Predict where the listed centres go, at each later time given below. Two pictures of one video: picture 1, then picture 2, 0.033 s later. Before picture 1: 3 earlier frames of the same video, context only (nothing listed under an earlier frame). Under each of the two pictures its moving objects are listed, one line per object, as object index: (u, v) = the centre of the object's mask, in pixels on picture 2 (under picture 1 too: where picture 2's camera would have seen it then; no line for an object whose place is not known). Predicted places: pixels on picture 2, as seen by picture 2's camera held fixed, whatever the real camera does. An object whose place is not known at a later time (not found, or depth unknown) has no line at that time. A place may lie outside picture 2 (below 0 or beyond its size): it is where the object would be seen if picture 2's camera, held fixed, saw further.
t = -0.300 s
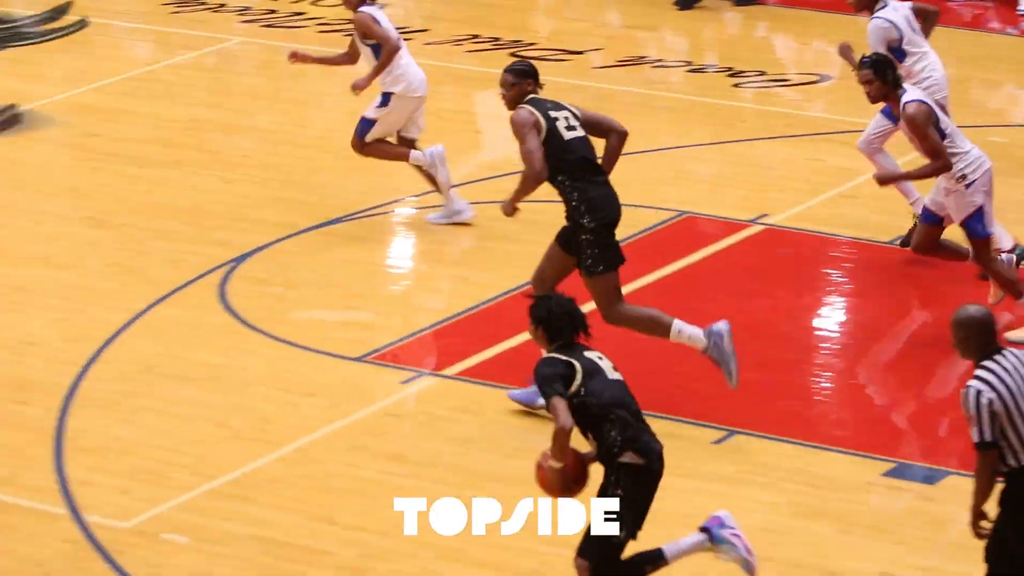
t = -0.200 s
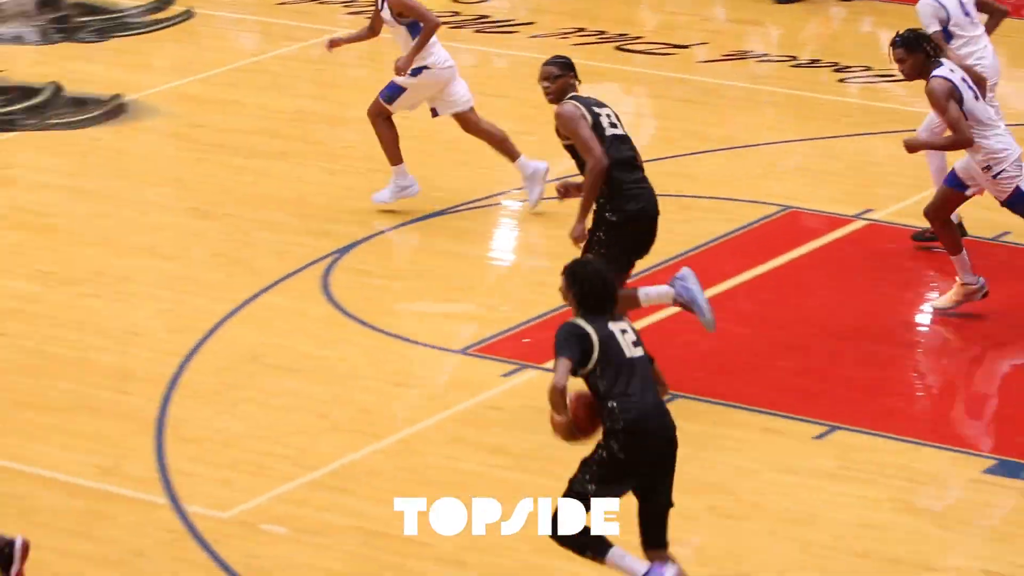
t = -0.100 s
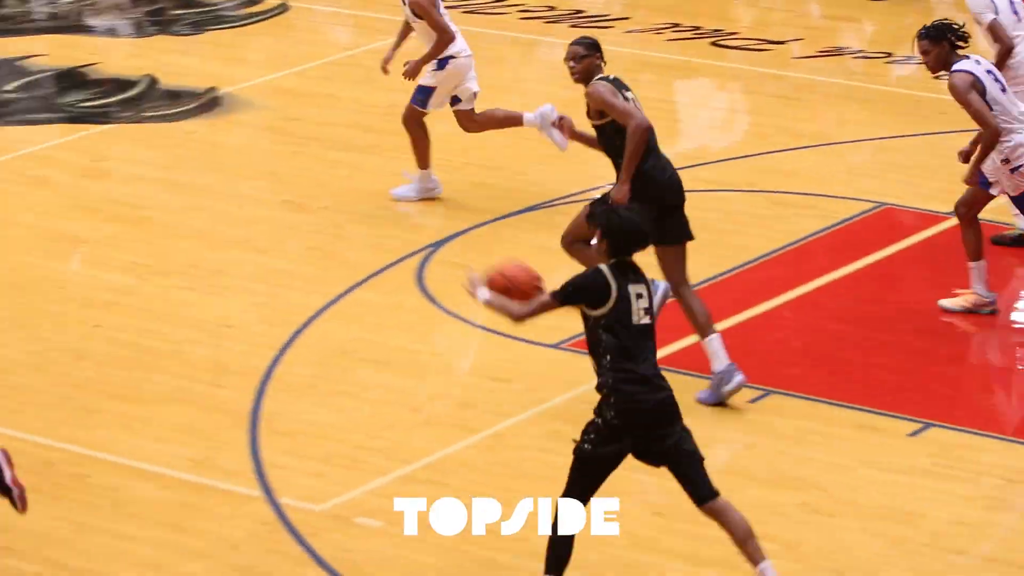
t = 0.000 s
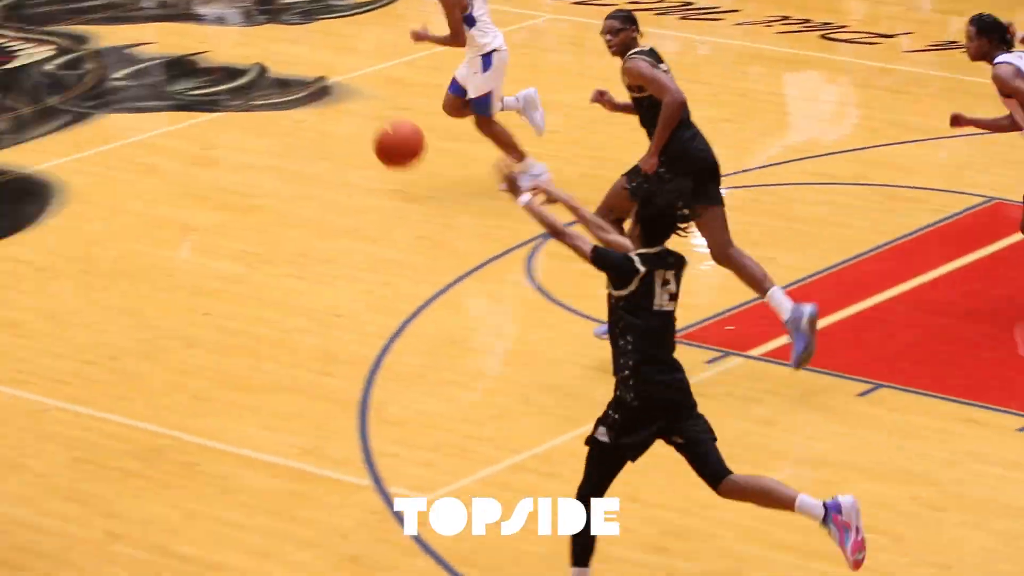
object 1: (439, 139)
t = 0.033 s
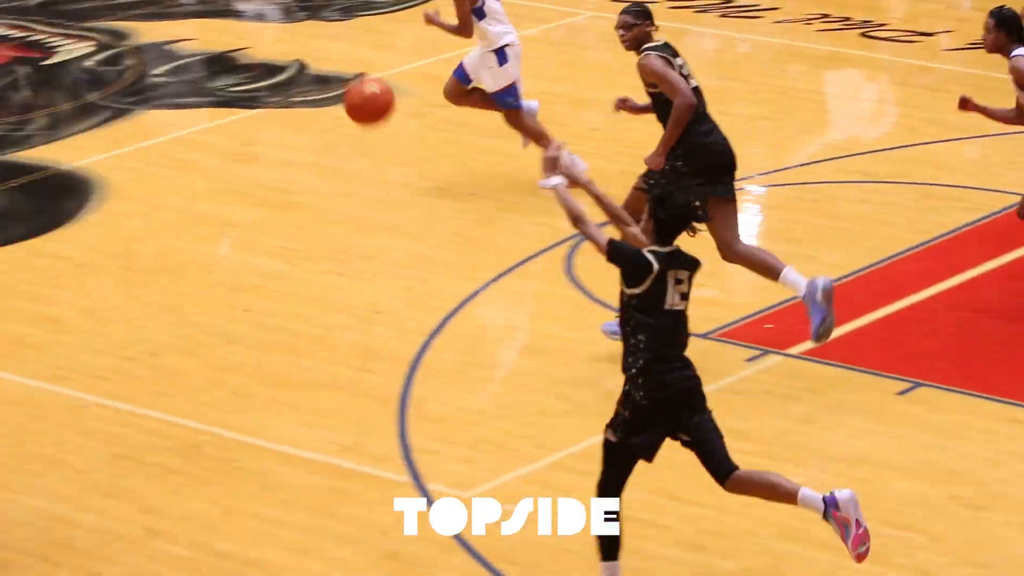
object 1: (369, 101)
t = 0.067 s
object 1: (303, 66)
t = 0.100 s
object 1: (238, 28)
